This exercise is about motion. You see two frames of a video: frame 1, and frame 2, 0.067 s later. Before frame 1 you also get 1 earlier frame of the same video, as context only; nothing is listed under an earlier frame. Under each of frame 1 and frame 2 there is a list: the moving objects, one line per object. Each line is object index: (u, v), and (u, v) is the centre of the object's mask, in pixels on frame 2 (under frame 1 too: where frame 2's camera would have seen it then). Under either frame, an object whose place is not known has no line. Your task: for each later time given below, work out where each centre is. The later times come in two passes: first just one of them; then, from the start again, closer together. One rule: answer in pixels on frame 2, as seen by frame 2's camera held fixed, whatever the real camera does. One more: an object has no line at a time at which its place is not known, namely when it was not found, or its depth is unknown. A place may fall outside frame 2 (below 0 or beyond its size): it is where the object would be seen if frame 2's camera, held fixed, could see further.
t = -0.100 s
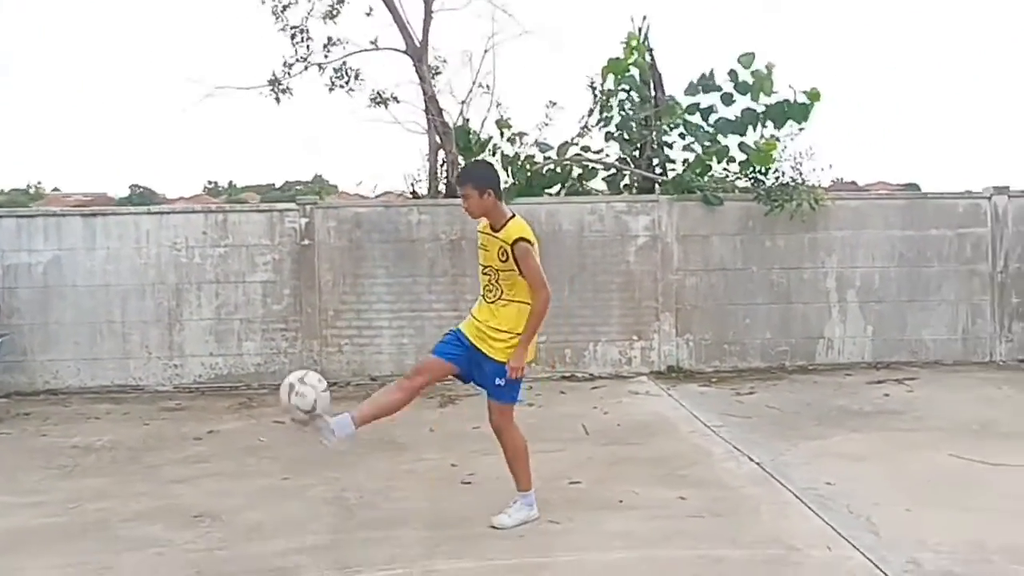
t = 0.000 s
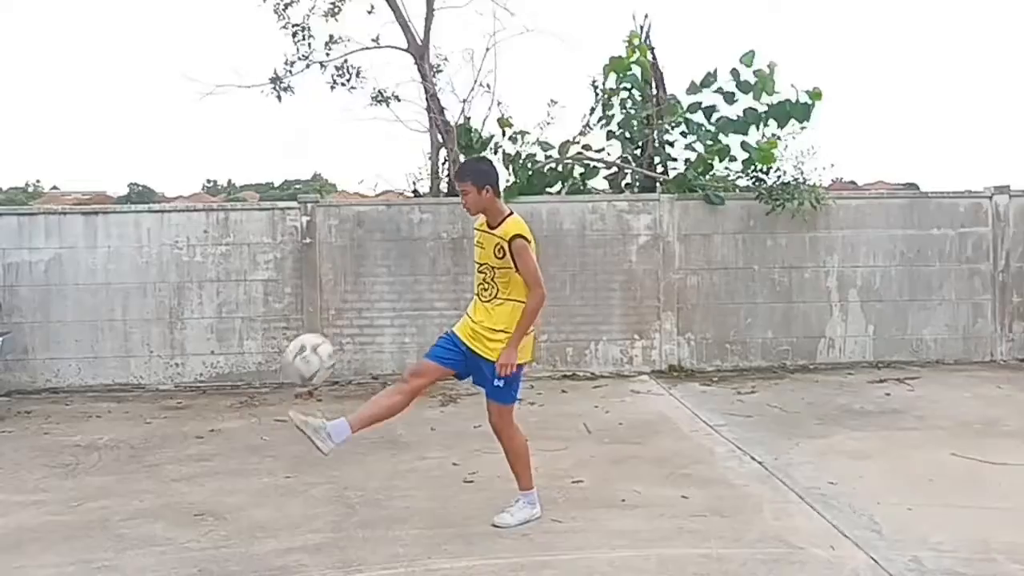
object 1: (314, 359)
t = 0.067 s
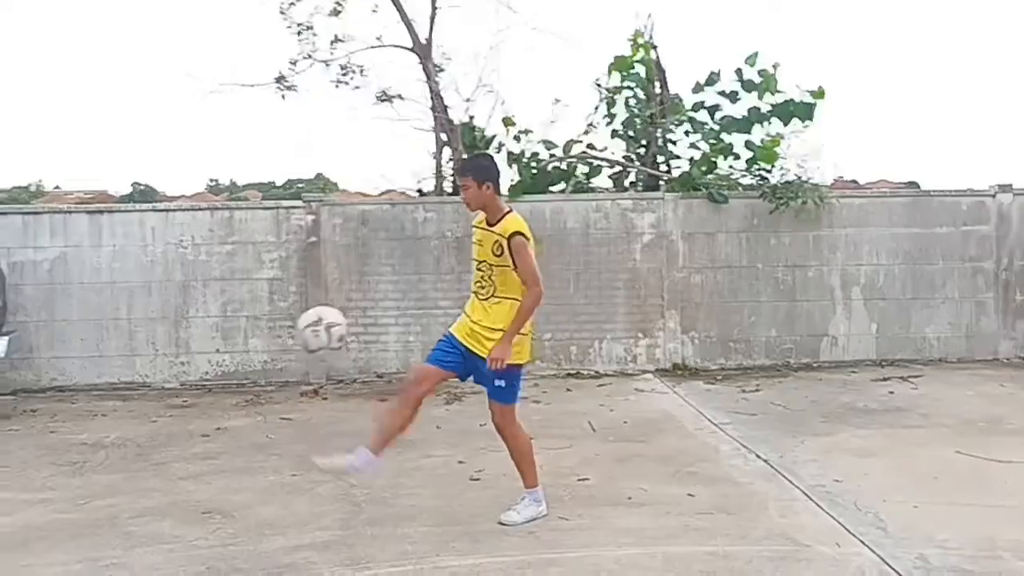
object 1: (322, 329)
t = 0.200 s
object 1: (341, 305)
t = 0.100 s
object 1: (329, 312)
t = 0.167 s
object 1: (337, 305)
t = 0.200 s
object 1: (341, 305)
